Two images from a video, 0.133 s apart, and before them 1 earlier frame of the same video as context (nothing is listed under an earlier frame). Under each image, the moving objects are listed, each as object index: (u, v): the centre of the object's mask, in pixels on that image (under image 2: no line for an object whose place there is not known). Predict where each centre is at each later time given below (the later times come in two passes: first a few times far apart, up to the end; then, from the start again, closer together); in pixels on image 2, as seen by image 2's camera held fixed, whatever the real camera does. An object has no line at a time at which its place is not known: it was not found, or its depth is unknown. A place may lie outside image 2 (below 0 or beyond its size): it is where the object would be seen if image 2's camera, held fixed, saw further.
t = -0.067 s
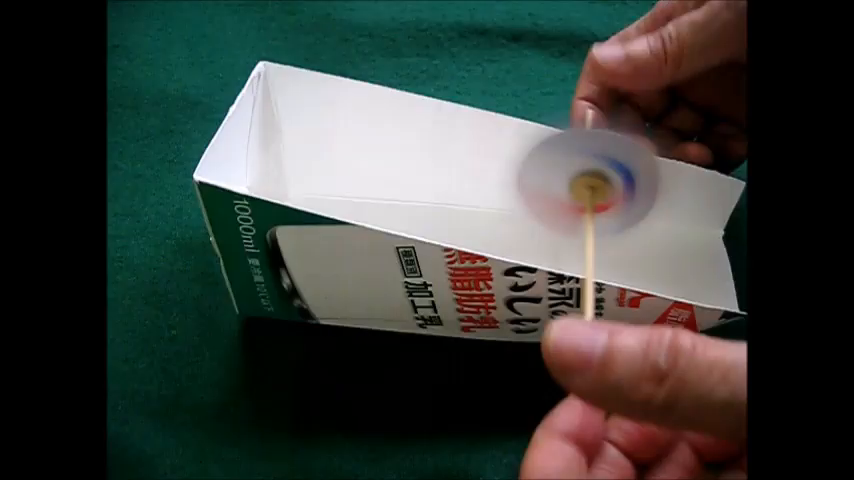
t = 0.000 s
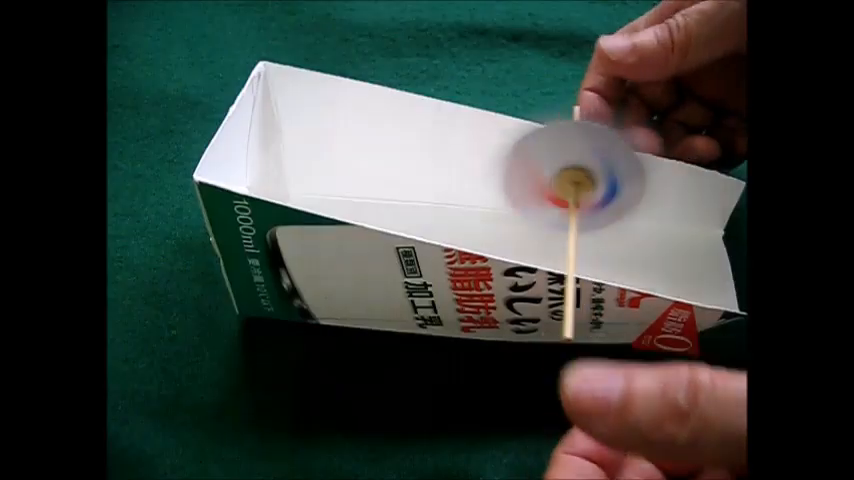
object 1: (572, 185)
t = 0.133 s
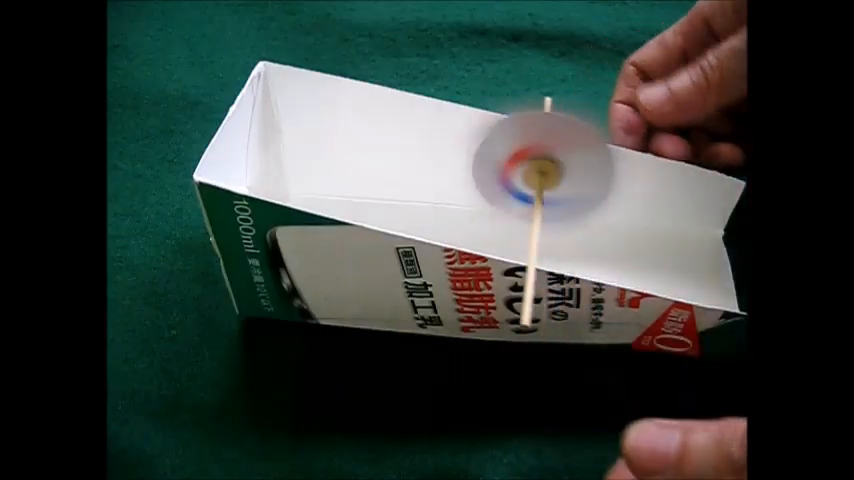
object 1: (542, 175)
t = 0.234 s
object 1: (516, 166)
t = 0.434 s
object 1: (469, 154)
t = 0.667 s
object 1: (424, 139)
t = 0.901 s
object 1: (374, 124)
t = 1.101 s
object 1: (401, 126)
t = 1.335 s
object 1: (415, 128)
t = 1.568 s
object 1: (428, 132)
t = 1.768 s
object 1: (444, 136)
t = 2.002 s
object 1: (460, 139)
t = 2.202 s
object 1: (475, 145)
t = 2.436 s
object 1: (497, 152)
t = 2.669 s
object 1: (518, 157)
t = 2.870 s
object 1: (537, 161)
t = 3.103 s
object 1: (560, 168)
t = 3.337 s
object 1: (584, 176)
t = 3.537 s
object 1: (606, 182)
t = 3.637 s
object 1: (614, 186)
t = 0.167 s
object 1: (530, 172)
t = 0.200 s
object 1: (525, 170)
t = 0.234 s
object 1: (516, 166)
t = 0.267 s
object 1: (508, 166)
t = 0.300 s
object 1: (502, 162)
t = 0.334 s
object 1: (492, 160)
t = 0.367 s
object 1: (487, 158)
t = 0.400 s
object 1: (479, 154)
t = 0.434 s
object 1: (469, 154)
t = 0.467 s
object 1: (464, 150)
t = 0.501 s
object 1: (455, 147)
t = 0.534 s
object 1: (449, 146)
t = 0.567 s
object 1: (444, 143)
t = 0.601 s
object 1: (435, 141)
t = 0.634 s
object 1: (429, 141)
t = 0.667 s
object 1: (424, 139)
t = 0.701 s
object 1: (415, 136)
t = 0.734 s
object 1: (409, 135)
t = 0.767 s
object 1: (403, 132)
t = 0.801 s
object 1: (393, 129)
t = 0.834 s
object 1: (387, 129)
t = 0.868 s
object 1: (382, 127)
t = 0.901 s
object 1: (374, 124)
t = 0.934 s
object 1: (368, 123)
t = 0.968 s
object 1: (363, 122)
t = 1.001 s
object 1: (356, 116)
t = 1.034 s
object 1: (399, 124)
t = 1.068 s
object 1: (400, 125)
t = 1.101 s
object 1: (401, 126)
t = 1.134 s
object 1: (403, 127)
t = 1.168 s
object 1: (403, 126)
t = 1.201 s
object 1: (405, 126)
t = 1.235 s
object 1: (407, 127)
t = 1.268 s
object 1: (409, 126)
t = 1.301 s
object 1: (412, 127)
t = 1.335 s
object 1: (415, 128)
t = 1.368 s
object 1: (417, 128)
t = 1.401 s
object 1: (418, 130)
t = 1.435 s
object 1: (421, 131)
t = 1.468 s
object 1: (423, 131)
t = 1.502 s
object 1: (424, 132)
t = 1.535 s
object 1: (427, 133)
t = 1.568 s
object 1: (428, 132)
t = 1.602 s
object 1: (430, 132)
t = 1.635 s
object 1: (433, 132)
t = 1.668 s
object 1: (435, 132)
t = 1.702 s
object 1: (439, 133)
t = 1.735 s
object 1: (442, 135)
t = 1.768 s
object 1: (444, 136)
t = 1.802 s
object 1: (447, 138)
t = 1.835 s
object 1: (448, 139)
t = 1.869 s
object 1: (451, 140)
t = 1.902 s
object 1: (451, 138)
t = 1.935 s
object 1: (454, 138)
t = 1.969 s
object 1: (457, 139)
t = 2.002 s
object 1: (460, 139)
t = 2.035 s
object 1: (464, 141)
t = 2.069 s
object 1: (467, 142)
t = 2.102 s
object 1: (471, 144)
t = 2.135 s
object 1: (472, 145)
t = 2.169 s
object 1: (474, 146)
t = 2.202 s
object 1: (475, 145)
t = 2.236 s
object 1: (478, 145)
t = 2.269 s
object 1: (481, 144)
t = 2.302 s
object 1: (486, 145)
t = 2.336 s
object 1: (489, 147)
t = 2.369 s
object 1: (492, 149)
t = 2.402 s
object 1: (495, 151)
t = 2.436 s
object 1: (497, 152)
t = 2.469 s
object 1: (498, 152)
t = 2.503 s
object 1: (500, 152)
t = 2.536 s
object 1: (505, 152)
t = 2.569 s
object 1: (508, 152)
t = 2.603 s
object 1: (513, 154)
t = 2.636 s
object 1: (515, 155)
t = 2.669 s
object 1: (518, 157)
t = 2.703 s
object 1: (520, 158)
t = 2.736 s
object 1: (523, 158)
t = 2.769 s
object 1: (525, 158)
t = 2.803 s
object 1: (529, 158)
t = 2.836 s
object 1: (534, 159)
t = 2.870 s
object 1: (537, 161)
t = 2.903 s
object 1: (541, 163)
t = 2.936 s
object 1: (543, 165)
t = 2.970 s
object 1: (547, 165)
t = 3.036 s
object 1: (552, 164)
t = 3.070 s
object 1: (557, 165)
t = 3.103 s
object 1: (560, 168)
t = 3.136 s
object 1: (564, 169)
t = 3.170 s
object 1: (566, 171)
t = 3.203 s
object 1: (568, 173)
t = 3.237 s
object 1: (570, 172)
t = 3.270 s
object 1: (575, 171)
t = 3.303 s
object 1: (581, 173)
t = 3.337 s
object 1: (584, 176)
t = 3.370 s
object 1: (588, 177)
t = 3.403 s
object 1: (590, 179)
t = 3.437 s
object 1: (591, 179)
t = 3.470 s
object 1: (595, 179)
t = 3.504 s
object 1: (601, 179)
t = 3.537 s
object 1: (606, 182)
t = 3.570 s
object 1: (609, 183)
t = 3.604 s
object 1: (612, 186)
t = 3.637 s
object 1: (614, 186)
